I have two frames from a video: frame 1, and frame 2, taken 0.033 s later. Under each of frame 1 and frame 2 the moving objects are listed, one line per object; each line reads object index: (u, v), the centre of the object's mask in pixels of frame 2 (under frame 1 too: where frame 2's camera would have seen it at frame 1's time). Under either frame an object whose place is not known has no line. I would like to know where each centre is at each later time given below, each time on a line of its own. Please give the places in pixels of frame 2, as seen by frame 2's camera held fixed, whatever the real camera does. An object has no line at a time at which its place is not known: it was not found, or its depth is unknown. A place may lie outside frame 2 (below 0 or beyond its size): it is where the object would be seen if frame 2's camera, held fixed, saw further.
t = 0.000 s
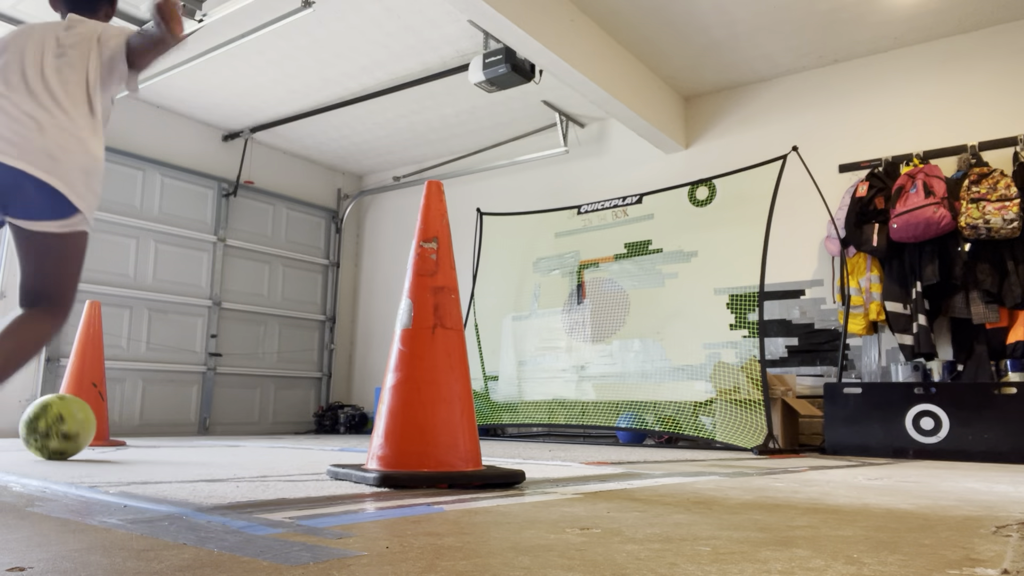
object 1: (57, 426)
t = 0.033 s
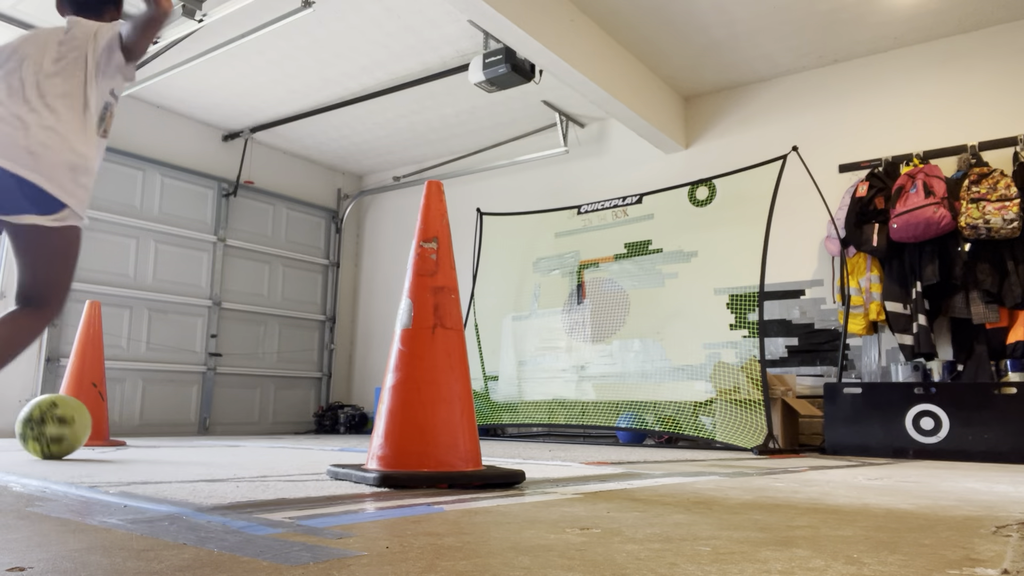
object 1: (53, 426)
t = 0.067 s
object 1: (49, 426)
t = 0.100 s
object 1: (45, 426)
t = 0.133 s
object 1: (41, 426)
